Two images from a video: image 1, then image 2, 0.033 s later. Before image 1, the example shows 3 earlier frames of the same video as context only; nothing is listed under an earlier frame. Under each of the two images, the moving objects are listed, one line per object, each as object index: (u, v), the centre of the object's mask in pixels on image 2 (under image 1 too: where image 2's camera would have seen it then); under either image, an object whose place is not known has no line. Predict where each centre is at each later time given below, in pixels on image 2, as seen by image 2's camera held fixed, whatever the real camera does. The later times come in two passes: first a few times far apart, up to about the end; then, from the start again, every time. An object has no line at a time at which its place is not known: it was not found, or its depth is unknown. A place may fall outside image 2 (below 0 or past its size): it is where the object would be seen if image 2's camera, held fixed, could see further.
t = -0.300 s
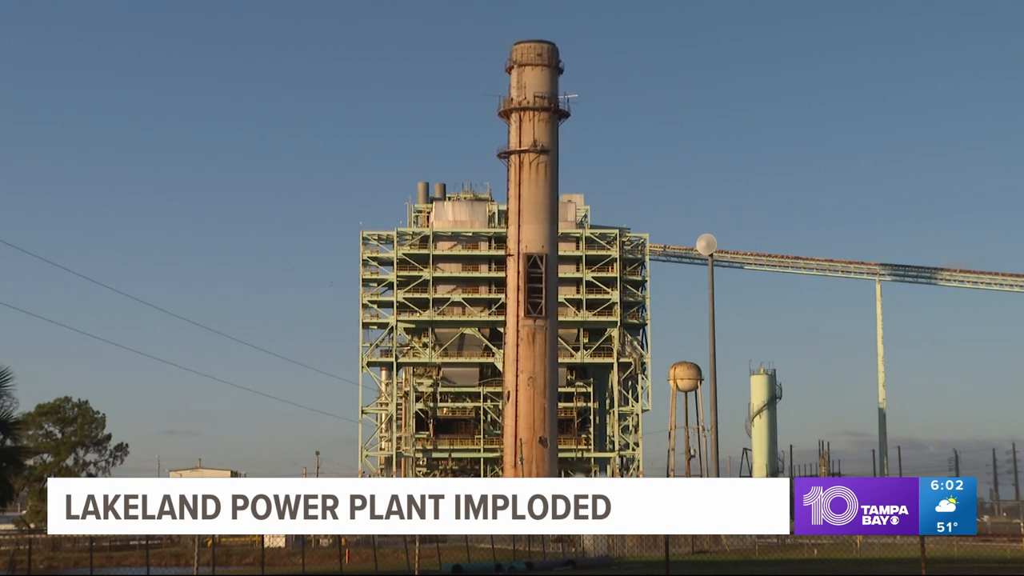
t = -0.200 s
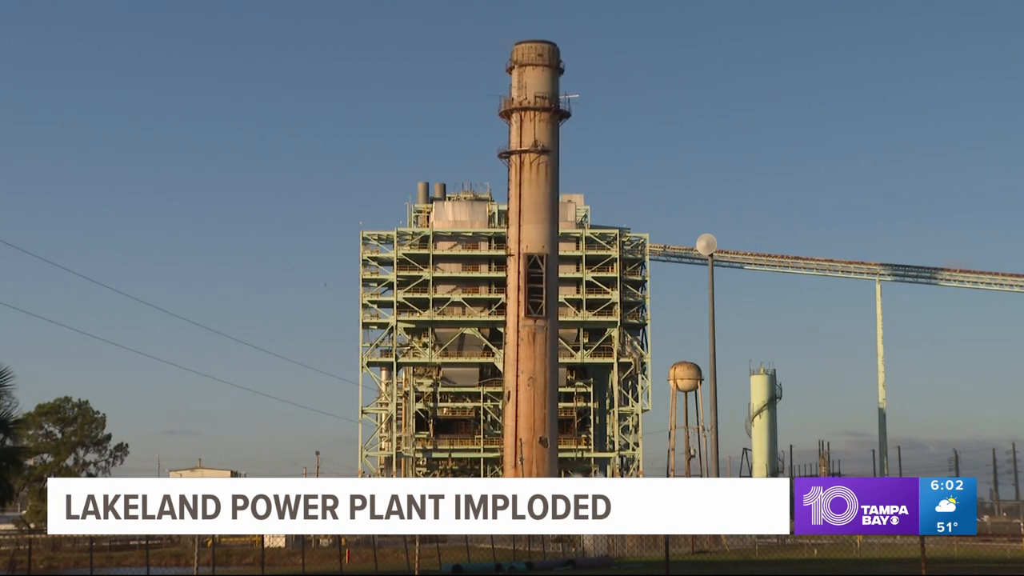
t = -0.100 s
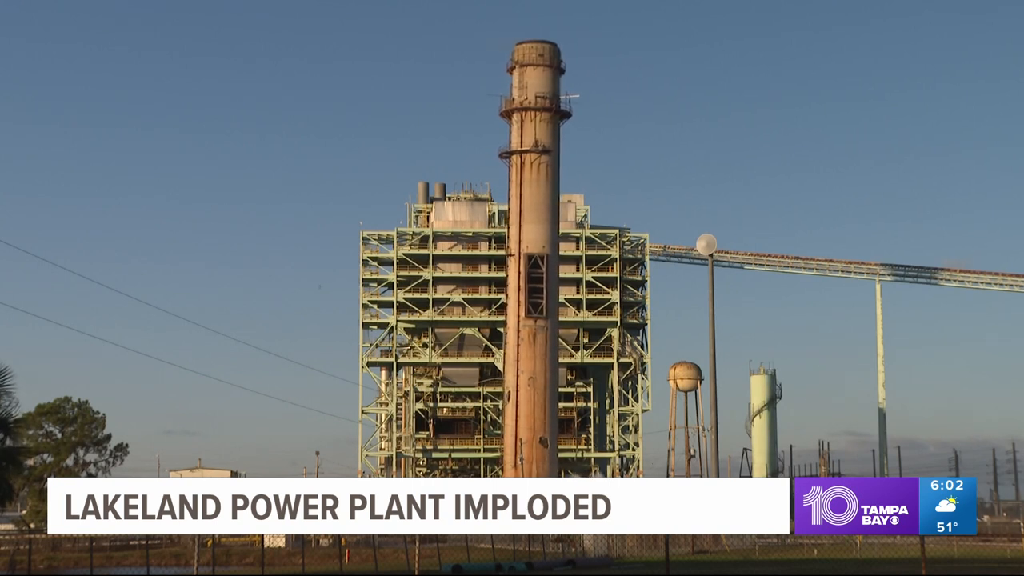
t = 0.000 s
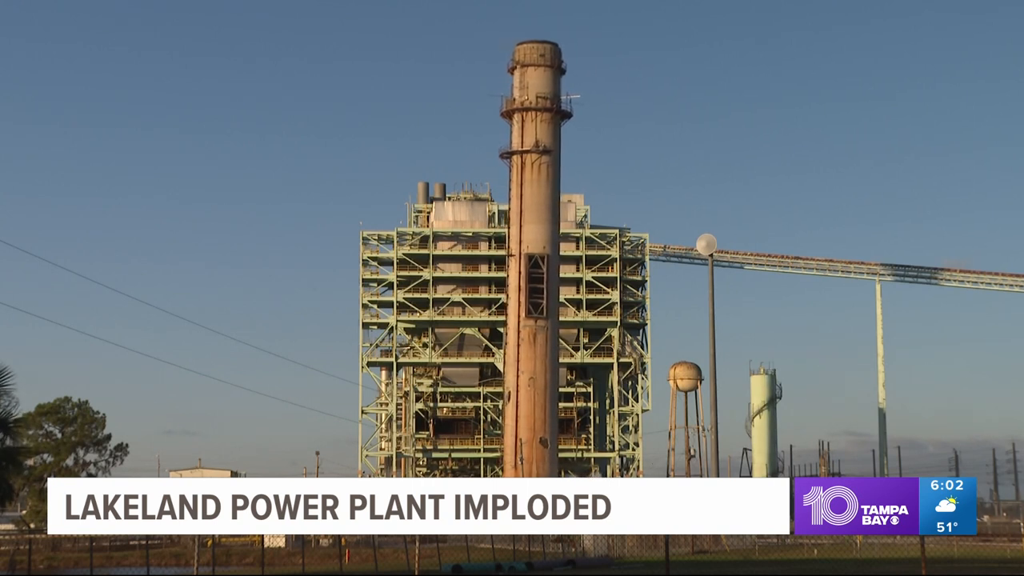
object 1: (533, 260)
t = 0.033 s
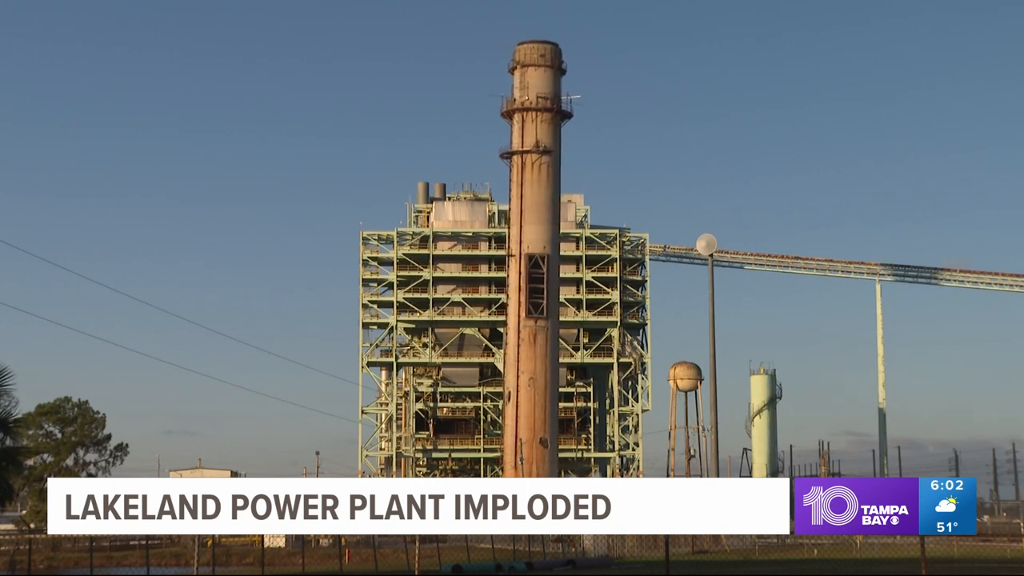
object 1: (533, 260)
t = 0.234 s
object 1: (534, 261)
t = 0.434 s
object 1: (535, 260)
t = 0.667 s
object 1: (537, 262)
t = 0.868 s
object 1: (539, 264)
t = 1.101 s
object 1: (541, 266)
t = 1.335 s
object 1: (544, 267)
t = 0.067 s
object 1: (533, 260)
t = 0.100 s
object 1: (533, 260)
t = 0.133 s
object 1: (534, 260)
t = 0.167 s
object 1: (534, 261)
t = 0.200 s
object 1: (534, 261)
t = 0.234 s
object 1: (534, 261)
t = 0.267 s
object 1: (534, 260)
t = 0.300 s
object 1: (534, 260)
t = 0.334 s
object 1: (535, 260)
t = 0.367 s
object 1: (535, 260)
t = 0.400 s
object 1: (535, 260)
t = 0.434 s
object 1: (535, 260)
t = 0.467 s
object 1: (536, 260)
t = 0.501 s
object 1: (536, 261)
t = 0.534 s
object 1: (536, 261)
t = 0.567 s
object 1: (536, 261)
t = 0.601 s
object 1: (536, 261)
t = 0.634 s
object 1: (537, 262)
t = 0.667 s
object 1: (537, 262)
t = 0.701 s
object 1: (537, 262)
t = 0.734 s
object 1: (537, 263)
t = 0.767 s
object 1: (538, 263)
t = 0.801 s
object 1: (538, 263)
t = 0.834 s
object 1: (538, 264)
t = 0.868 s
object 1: (539, 264)
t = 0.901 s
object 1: (539, 264)
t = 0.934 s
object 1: (539, 264)
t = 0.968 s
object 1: (539, 265)
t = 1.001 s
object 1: (540, 265)
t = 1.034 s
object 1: (540, 265)
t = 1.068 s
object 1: (540, 266)
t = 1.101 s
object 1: (541, 266)
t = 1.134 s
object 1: (541, 266)
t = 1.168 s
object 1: (541, 266)
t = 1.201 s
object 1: (542, 266)
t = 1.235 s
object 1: (542, 266)
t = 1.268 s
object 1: (543, 267)
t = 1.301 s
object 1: (543, 267)
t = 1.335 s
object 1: (544, 267)
